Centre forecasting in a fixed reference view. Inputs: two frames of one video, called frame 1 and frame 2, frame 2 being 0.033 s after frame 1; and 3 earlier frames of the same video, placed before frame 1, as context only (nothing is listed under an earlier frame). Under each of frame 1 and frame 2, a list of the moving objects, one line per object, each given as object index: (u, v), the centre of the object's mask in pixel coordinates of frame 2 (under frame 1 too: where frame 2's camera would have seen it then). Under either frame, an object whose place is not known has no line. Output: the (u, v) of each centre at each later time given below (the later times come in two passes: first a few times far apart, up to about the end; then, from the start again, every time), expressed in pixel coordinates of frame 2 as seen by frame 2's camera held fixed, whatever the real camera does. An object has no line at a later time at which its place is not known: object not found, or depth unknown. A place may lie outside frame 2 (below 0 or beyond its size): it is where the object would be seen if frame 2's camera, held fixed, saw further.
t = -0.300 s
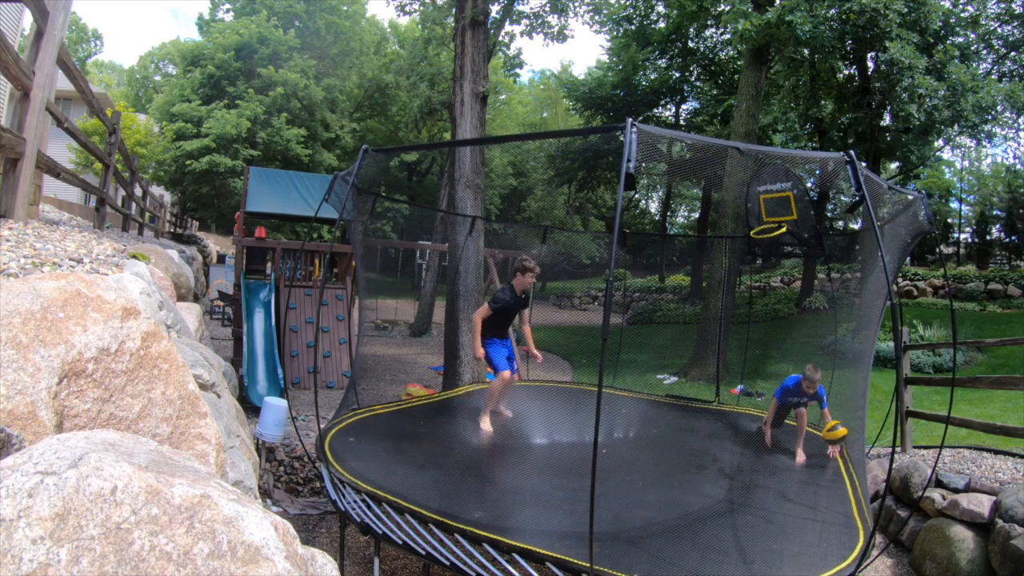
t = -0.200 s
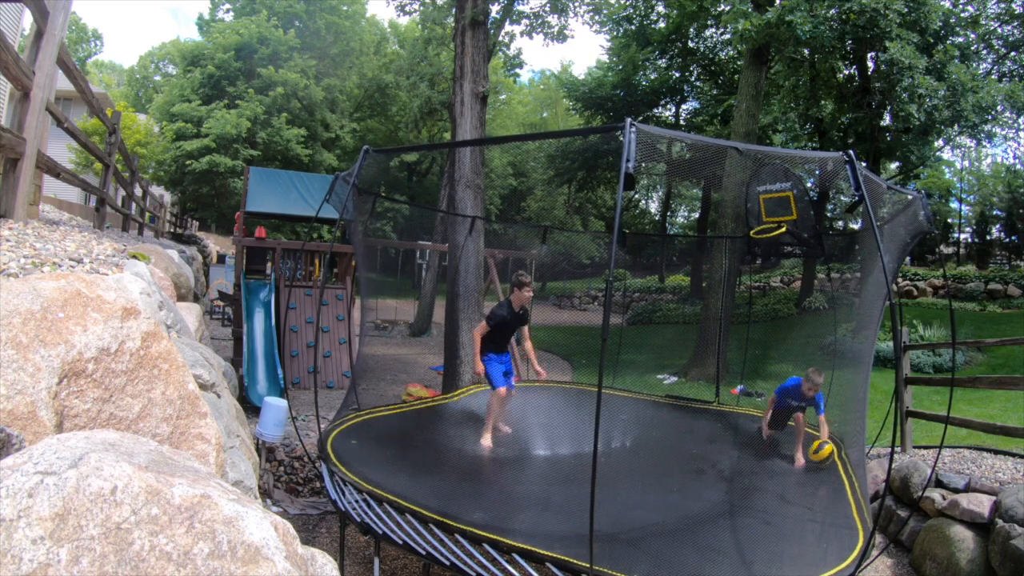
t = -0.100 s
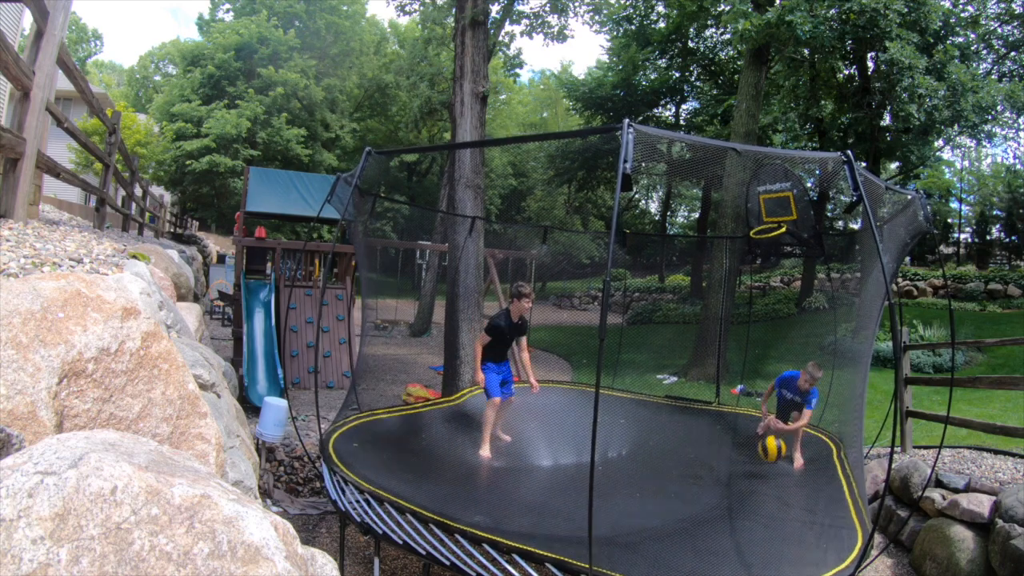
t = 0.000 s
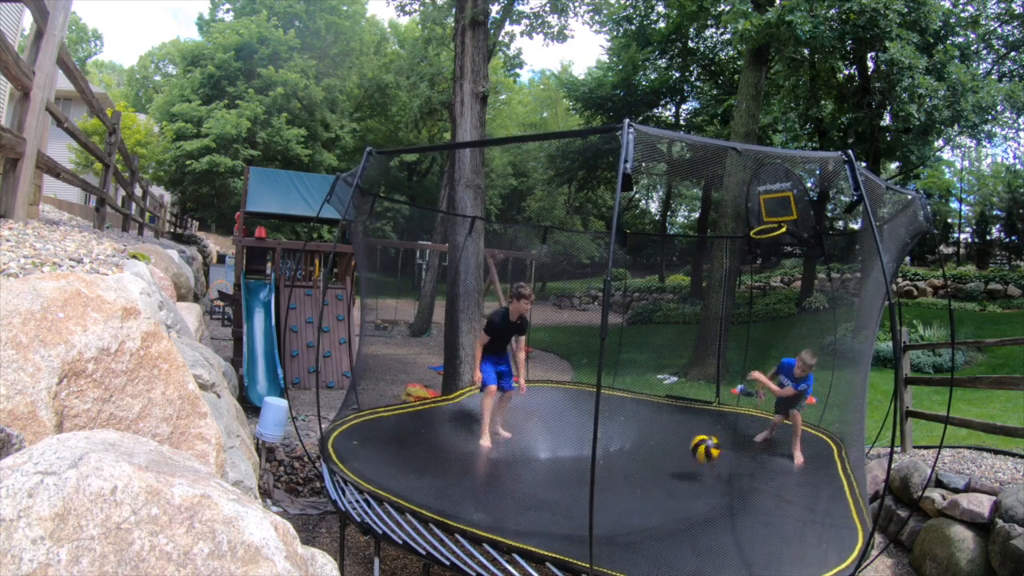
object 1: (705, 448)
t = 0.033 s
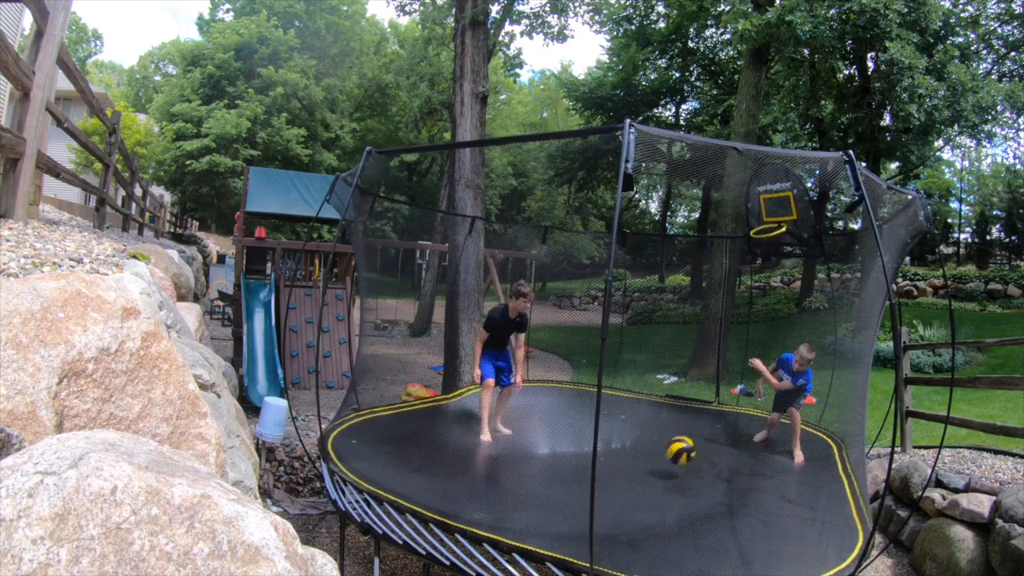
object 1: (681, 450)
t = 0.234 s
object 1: (539, 452)
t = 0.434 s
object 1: (414, 450)
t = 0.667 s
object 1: (335, 429)
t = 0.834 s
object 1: (381, 430)
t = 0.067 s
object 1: (655, 454)
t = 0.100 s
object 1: (628, 459)
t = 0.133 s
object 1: (603, 463)
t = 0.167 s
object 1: (581, 459)
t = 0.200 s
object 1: (561, 455)
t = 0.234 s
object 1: (539, 452)
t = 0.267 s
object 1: (515, 451)
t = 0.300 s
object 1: (494, 452)
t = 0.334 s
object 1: (471, 454)
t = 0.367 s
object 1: (451, 455)
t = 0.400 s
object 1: (432, 452)
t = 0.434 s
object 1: (414, 450)
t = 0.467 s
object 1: (395, 448)
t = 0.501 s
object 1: (376, 450)
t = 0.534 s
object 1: (359, 450)
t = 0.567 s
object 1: (341, 447)
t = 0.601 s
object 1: (329, 441)
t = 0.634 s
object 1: (328, 434)
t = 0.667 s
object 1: (335, 429)
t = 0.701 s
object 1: (345, 426)
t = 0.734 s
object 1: (354, 425)
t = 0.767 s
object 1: (363, 425)
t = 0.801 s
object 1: (372, 427)
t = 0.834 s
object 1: (381, 430)
